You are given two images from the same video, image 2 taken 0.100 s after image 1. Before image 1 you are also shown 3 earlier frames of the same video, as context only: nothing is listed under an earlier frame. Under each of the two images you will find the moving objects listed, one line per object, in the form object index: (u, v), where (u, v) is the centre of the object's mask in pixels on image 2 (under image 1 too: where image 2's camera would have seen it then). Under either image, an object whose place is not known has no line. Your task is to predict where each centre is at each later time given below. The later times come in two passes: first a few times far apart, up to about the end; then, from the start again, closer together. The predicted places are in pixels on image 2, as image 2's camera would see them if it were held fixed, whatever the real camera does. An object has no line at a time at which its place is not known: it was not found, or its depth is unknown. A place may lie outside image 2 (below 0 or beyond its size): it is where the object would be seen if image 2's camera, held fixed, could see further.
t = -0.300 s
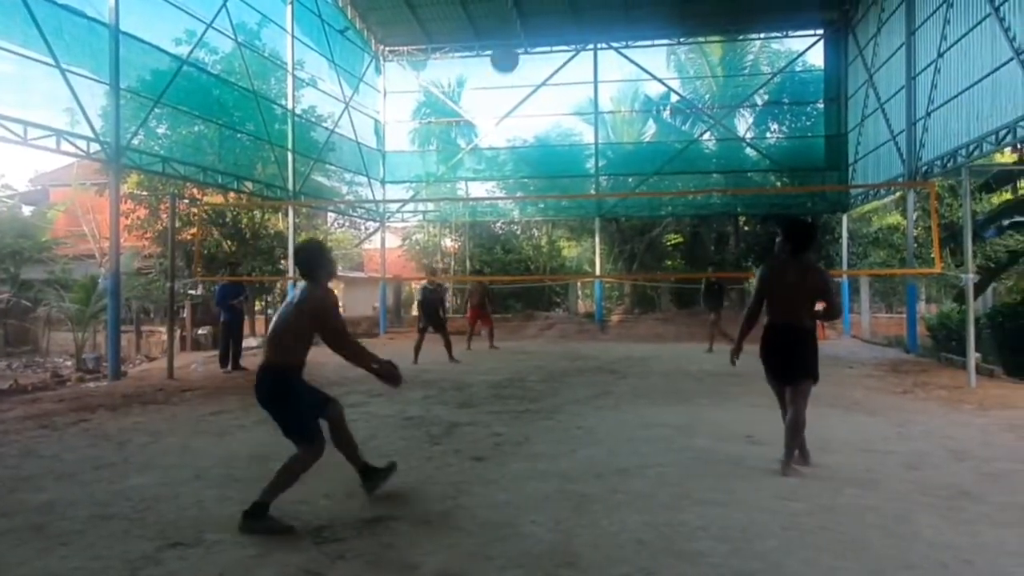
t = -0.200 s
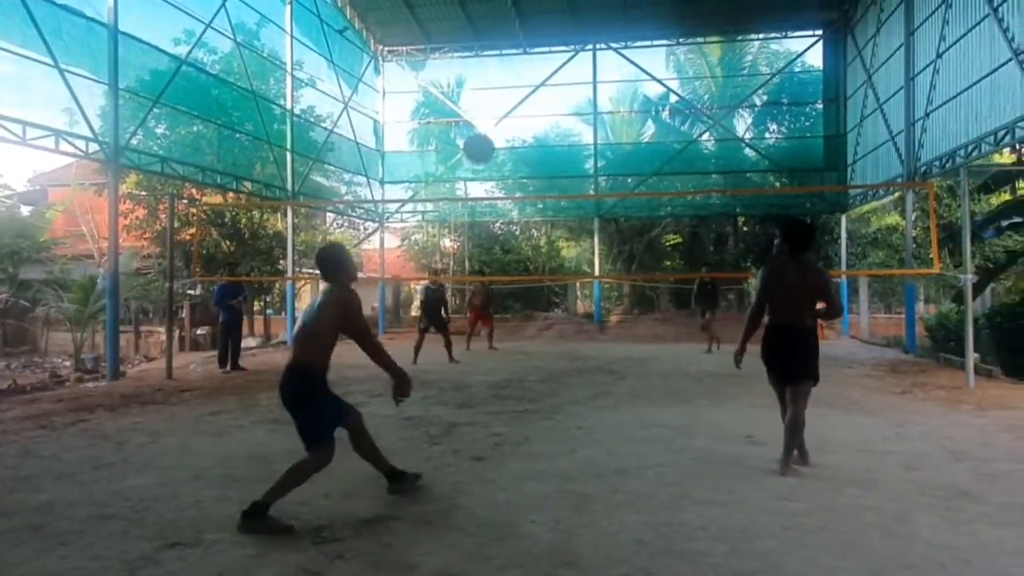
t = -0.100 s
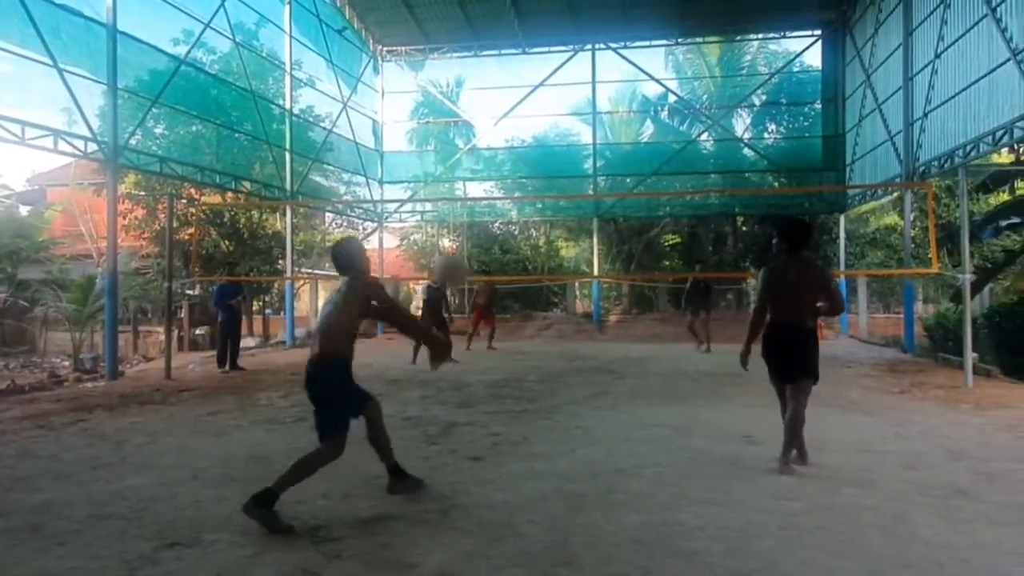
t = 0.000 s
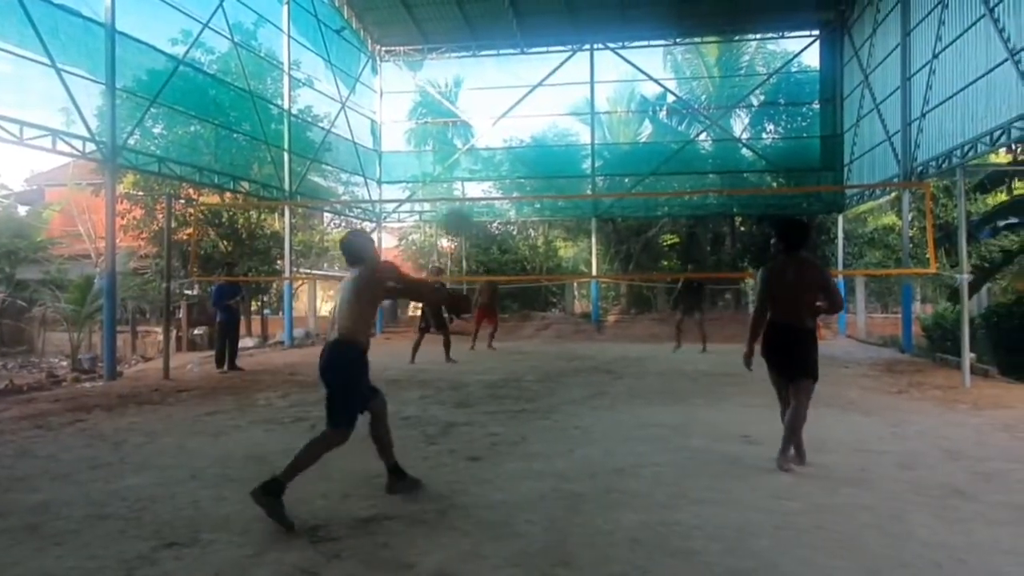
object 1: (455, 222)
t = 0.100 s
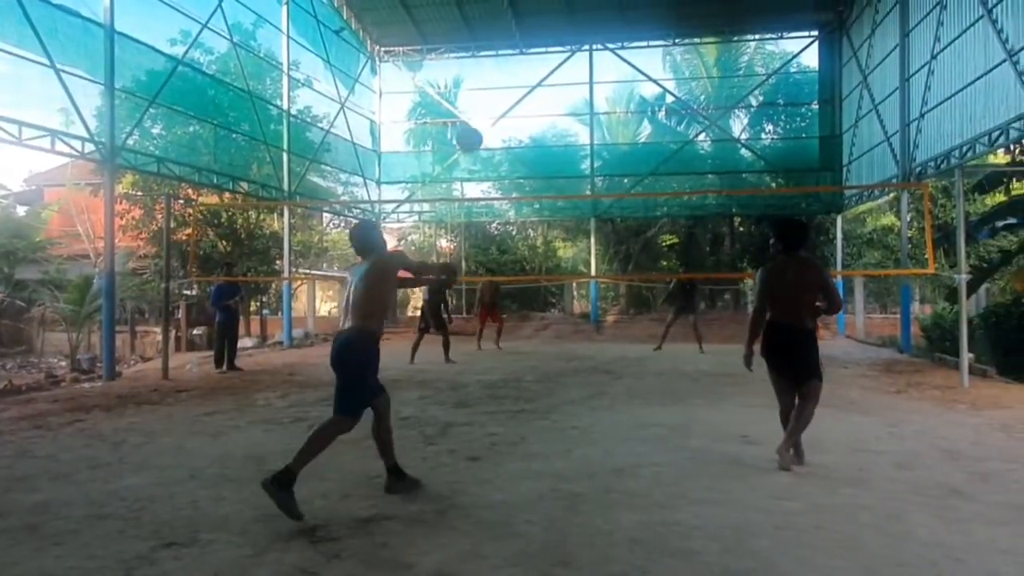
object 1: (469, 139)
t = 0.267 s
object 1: (485, 65)
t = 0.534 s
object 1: (497, 36)
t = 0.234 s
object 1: (483, 75)
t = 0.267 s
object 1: (485, 65)
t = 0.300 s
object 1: (487, 58)
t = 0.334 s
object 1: (489, 50)
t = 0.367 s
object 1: (490, 44)
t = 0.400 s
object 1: (490, 38)
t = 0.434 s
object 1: (491, 37)
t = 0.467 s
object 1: (493, 35)
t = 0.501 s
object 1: (495, 35)
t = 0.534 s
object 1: (497, 36)
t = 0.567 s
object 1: (497, 36)
